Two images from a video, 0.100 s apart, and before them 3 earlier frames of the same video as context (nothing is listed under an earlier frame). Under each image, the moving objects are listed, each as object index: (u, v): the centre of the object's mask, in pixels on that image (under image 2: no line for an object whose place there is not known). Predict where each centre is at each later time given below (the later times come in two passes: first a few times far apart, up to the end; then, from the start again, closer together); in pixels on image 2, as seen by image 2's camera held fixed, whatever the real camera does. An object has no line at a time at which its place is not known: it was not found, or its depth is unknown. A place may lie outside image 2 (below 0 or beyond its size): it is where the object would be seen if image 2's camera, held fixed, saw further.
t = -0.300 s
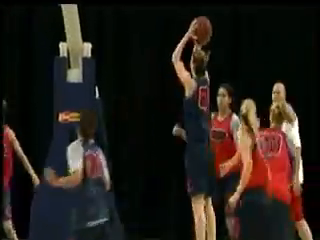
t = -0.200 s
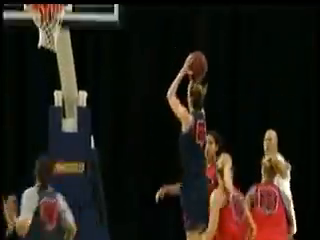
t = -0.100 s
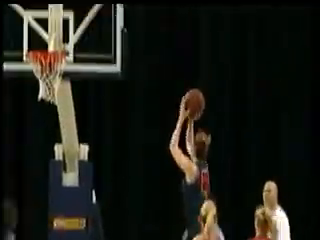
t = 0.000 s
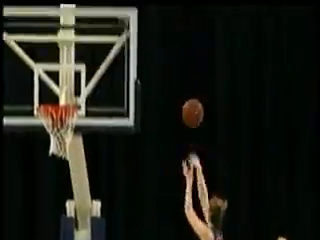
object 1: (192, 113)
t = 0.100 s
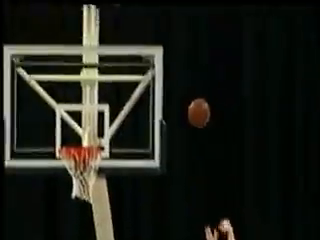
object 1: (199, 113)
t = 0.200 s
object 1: (178, 85)
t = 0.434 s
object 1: (132, 68)
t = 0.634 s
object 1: (97, 106)
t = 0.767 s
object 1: (73, 144)
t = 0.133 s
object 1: (192, 102)
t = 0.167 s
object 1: (185, 93)
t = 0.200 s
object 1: (178, 85)
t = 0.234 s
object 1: (172, 79)
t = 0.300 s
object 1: (158, 70)
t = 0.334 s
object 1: (152, 68)
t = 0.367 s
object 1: (145, 67)
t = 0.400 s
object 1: (141, 66)
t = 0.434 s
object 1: (132, 68)
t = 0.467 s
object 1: (126, 73)
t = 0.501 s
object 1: (120, 77)
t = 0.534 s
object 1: (114, 83)
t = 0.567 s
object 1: (108, 90)
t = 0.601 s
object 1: (102, 96)
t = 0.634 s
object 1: (97, 106)
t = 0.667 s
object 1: (90, 116)
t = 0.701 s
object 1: (85, 127)
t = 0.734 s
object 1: (79, 137)
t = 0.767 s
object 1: (73, 144)
